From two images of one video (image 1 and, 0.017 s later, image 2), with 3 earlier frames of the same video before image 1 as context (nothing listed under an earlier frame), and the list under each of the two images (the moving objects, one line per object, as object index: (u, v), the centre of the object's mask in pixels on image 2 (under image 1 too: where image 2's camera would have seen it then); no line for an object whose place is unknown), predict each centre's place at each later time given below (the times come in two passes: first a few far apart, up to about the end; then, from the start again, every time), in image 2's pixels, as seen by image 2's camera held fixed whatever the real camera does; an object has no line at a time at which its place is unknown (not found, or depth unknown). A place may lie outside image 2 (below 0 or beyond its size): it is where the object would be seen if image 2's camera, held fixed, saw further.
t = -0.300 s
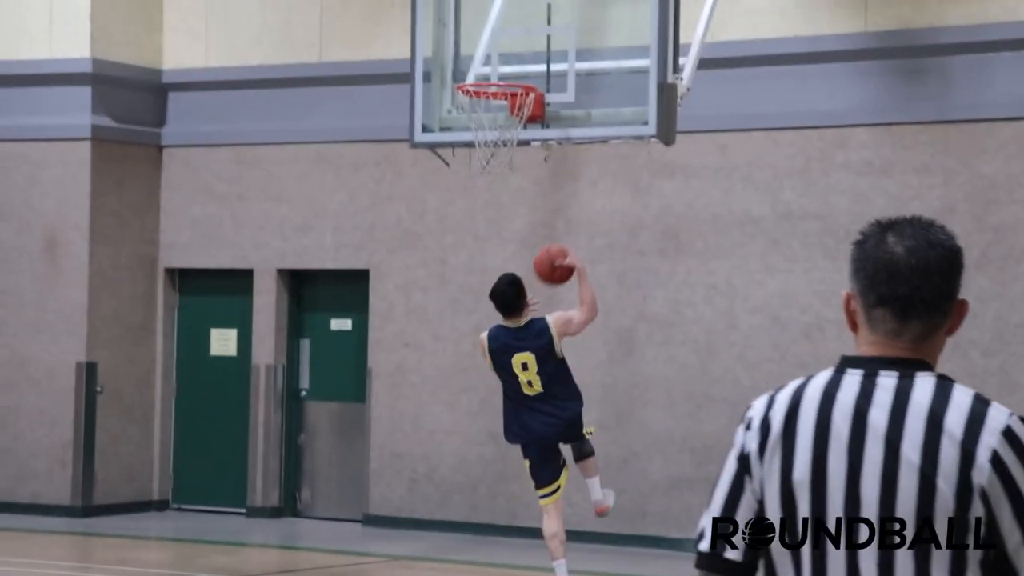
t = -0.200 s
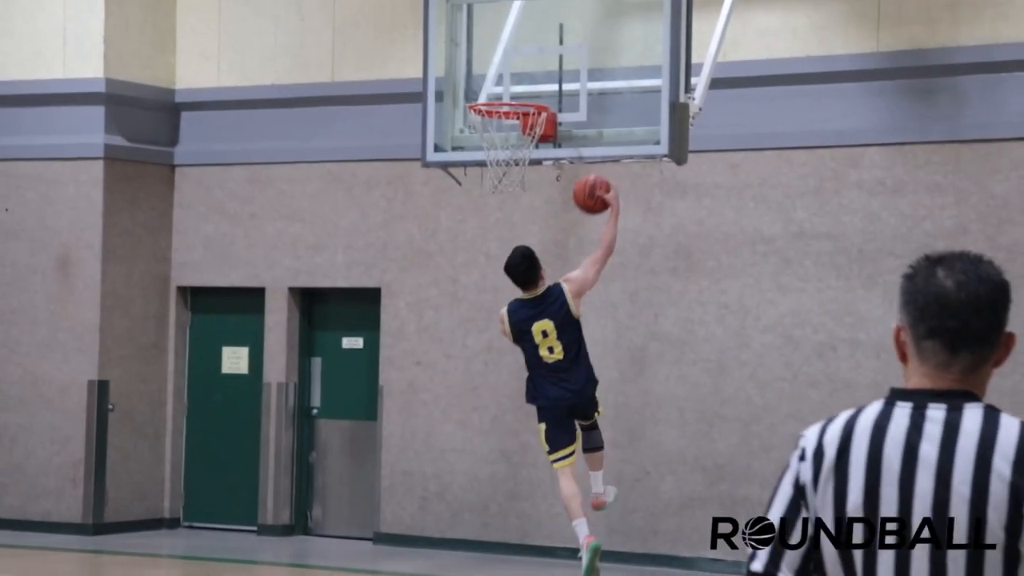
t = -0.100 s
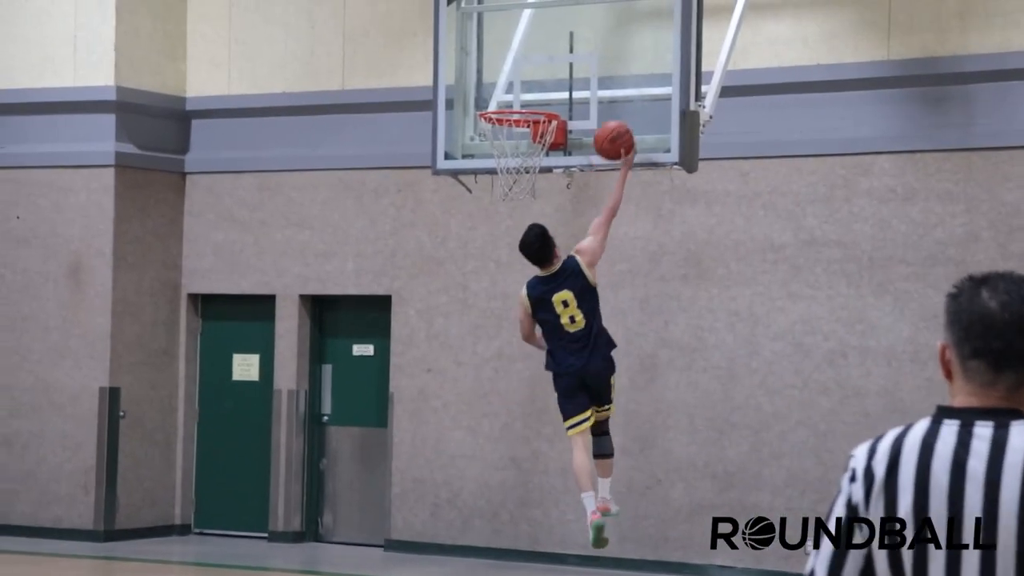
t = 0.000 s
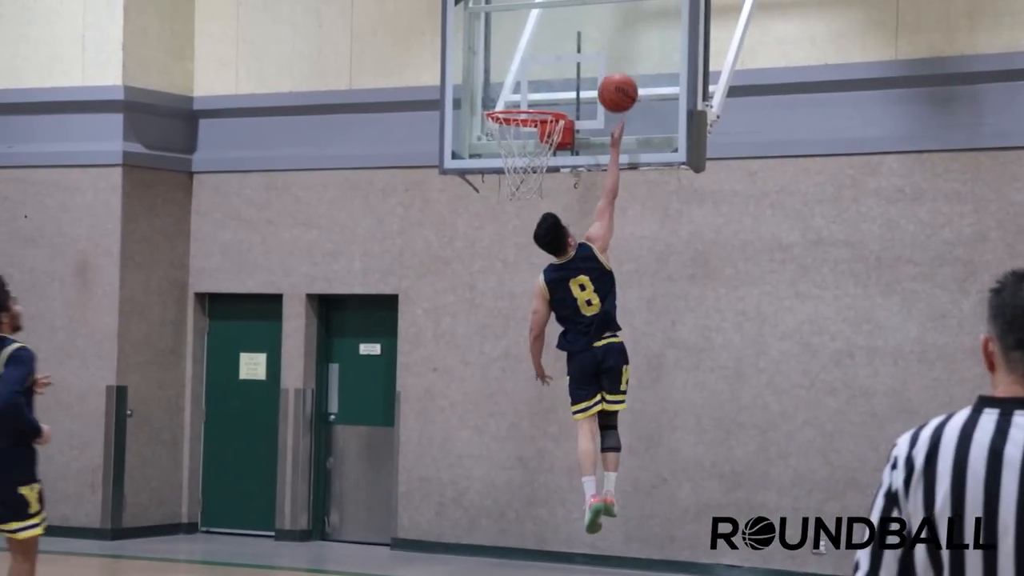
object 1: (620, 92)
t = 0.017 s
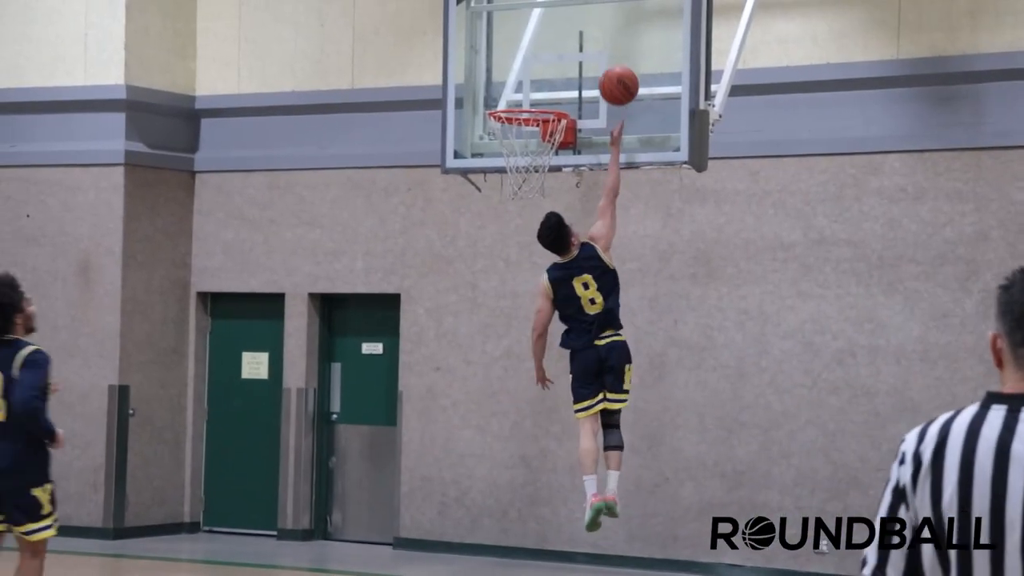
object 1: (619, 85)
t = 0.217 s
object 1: (591, 51)
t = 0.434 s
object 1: (554, 87)
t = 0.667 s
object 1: (532, 97)
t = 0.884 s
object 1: (527, 123)
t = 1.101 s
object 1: (535, 167)
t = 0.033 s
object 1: (618, 80)
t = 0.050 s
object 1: (618, 75)
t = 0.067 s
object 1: (616, 71)
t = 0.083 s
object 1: (613, 67)
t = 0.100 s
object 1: (609, 63)
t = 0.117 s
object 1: (606, 59)
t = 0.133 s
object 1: (603, 57)
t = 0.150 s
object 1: (601, 55)
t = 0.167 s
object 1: (599, 53)
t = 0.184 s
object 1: (596, 52)
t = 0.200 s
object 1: (593, 52)
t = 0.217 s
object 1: (591, 51)
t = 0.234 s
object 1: (588, 51)
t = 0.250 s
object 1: (585, 51)
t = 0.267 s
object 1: (582, 52)
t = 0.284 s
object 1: (580, 54)
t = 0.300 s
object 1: (577, 56)
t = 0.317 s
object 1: (574, 58)
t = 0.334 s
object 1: (571, 61)
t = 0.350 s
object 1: (568, 64)
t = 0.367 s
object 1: (565, 68)
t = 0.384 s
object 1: (563, 72)
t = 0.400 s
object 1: (559, 76)
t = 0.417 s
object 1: (557, 81)
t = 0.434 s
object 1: (554, 87)
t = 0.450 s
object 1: (550, 92)
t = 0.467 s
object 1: (549, 96)
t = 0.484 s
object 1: (547, 94)
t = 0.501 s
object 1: (546, 94)
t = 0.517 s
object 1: (545, 92)
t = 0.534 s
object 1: (544, 91)
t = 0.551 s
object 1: (542, 90)
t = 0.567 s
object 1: (541, 90)
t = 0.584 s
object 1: (539, 91)
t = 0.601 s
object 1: (538, 92)
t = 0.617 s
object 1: (537, 93)
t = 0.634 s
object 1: (535, 95)
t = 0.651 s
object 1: (533, 95)
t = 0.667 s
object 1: (532, 97)
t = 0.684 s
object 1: (530, 98)
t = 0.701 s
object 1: (528, 100)
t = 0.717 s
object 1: (527, 103)
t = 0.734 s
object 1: (526, 104)
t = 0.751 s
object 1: (527, 104)
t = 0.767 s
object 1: (528, 103)
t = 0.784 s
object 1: (528, 103)
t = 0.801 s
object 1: (528, 103)
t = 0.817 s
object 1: (528, 104)
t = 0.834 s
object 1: (528, 105)
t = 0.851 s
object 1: (528, 117)
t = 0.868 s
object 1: (528, 119)
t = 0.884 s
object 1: (527, 123)
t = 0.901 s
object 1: (527, 125)
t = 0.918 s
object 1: (527, 130)
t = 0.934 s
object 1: (528, 133)
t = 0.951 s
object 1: (530, 135)
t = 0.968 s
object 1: (530, 139)
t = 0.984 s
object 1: (530, 143)
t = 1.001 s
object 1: (530, 147)
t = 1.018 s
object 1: (532, 150)
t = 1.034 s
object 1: (532, 152)
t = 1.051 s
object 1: (533, 157)
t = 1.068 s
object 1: (533, 160)
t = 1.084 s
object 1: (534, 163)
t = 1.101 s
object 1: (535, 167)
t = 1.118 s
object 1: (536, 171)
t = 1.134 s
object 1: (536, 175)
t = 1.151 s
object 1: (538, 181)
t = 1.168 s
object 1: (537, 186)
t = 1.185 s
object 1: (538, 193)
